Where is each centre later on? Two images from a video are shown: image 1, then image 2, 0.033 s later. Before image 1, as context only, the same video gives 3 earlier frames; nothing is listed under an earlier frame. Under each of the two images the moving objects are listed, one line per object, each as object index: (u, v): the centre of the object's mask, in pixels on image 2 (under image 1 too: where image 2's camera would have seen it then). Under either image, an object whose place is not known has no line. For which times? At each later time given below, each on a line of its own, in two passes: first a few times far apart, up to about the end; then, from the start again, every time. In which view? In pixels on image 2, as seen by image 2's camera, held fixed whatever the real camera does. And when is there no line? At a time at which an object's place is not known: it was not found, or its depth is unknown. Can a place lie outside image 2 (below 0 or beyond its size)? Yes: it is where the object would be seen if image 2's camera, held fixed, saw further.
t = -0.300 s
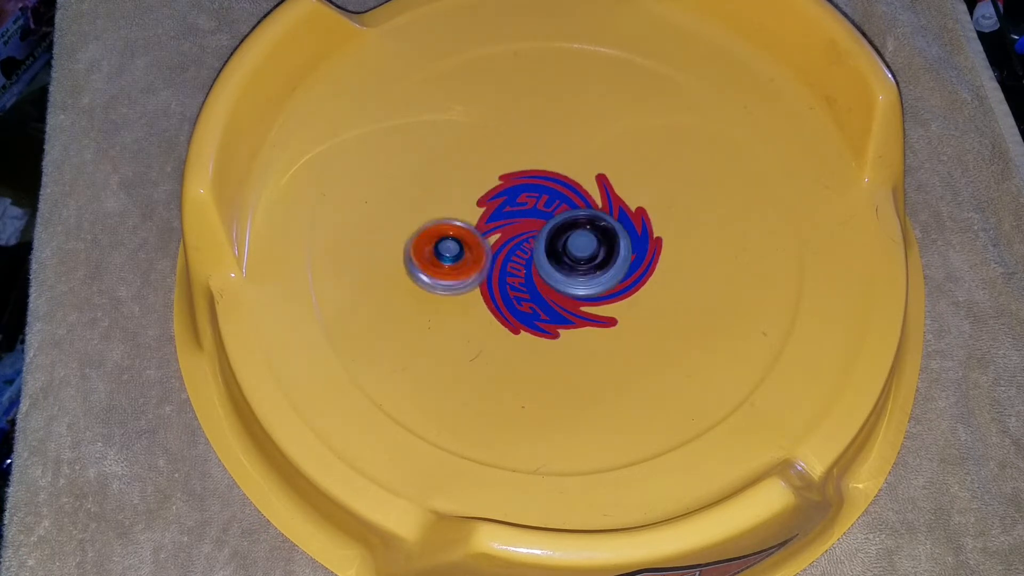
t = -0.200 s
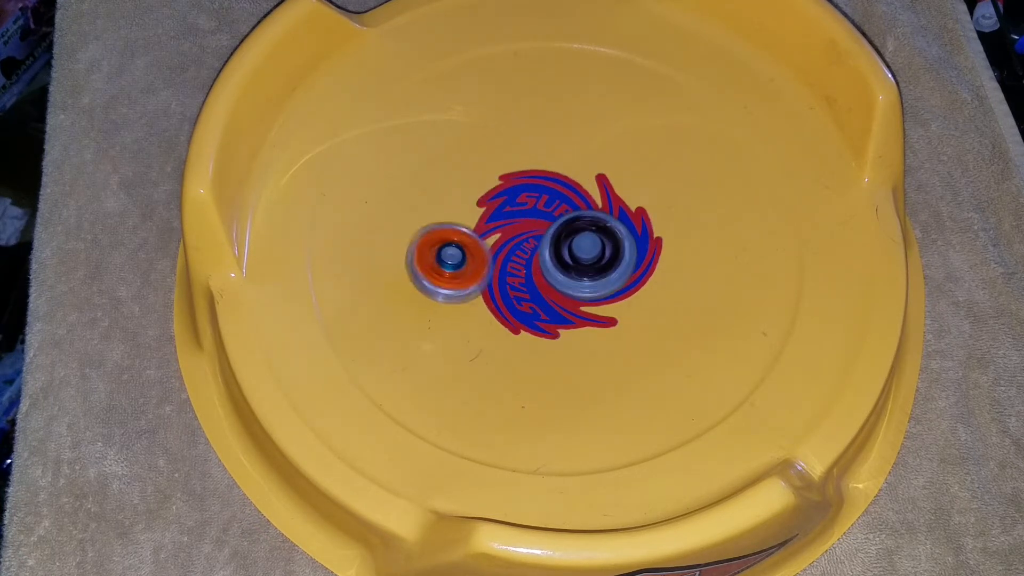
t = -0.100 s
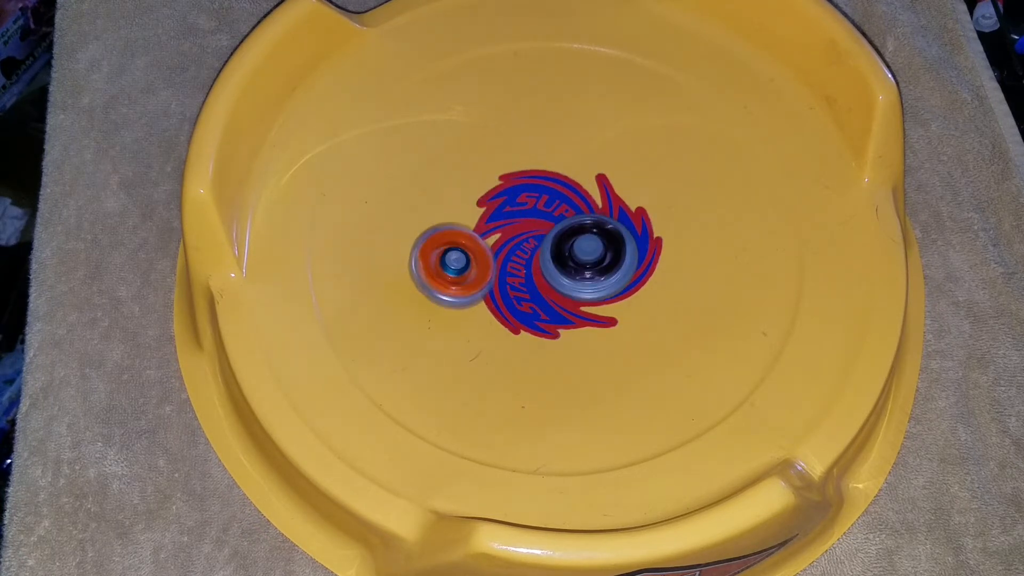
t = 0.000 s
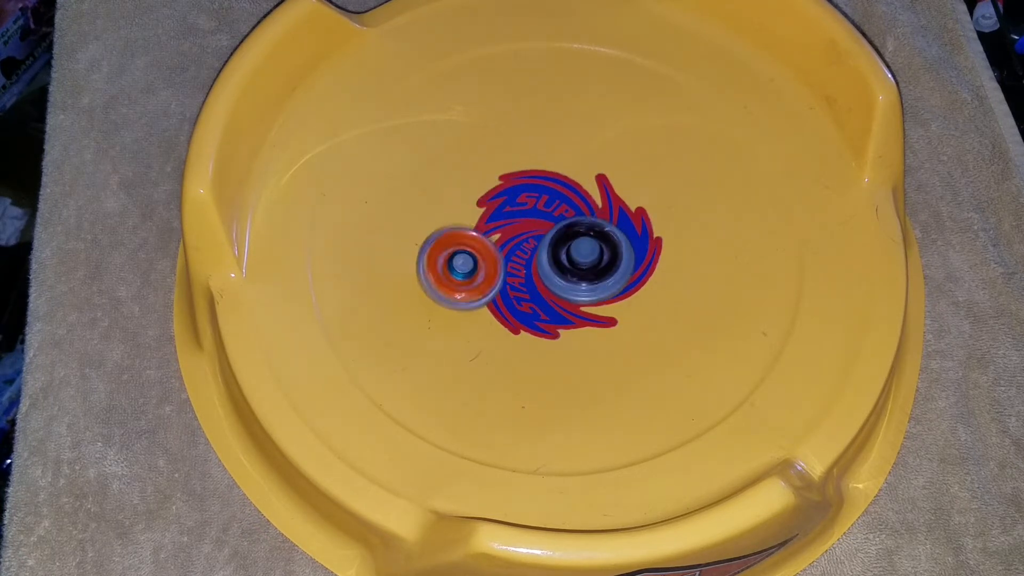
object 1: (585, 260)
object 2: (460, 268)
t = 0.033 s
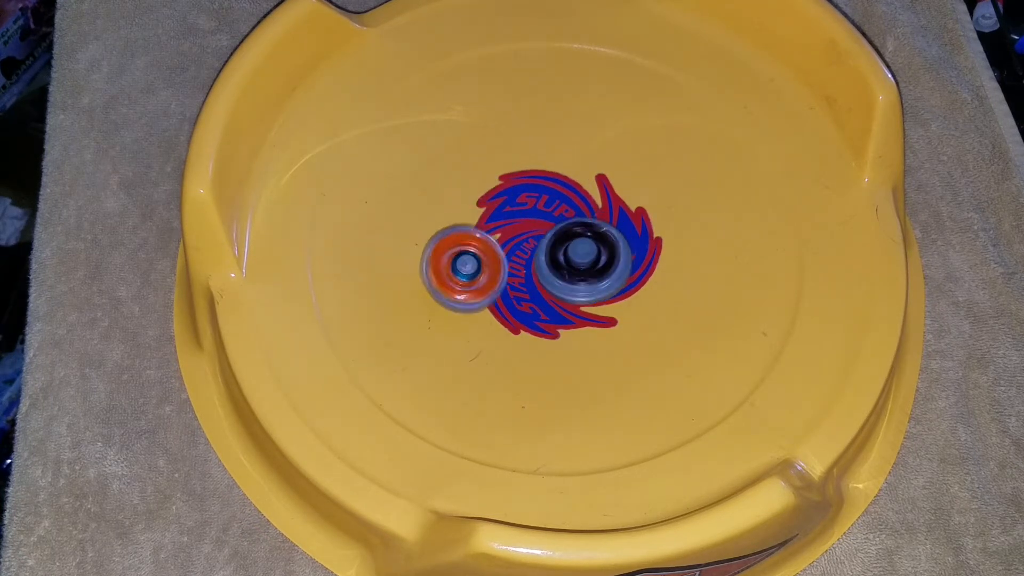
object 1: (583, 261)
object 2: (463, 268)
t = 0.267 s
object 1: (571, 264)
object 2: (469, 273)
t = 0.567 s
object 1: (559, 257)
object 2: (458, 282)
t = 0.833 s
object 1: (553, 251)
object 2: (471, 285)
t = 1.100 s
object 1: (554, 248)
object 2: (465, 298)
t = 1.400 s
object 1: (561, 260)
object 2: (471, 312)
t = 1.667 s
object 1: (567, 270)
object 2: (494, 320)
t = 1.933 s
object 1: (582, 269)
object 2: (455, 324)
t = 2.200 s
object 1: (568, 261)
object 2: (490, 316)
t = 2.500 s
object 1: (556, 247)
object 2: (539, 329)
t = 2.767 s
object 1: (559, 240)
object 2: (547, 328)
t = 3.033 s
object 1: (570, 236)
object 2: (548, 321)
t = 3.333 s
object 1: (567, 235)
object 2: (576, 315)
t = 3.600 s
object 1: (555, 239)
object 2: (572, 315)
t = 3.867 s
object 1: (546, 232)
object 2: (582, 314)
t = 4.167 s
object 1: (548, 239)
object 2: (595, 320)
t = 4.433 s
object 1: (547, 233)
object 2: (567, 339)
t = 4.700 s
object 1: (559, 216)
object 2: (542, 309)
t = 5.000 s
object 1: (562, 224)
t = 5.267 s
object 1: (538, 236)
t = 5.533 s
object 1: (552, 219)
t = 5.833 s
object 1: (599, 222)
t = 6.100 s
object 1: (570, 257)
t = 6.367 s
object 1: (564, 224)
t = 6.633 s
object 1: (571, 231)
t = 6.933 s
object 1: (549, 238)
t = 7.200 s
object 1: (562, 233)
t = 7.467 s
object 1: (561, 245)
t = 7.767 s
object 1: (572, 243)
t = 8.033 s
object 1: (587, 262)
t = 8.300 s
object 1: (589, 264)
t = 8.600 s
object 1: (589, 259)
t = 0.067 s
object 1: (581, 262)
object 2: (468, 270)
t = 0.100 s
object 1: (579, 263)
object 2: (472, 272)
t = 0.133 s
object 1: (576, 264)
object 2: (477, 273)
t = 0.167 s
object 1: (573, 264)
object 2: (481, 274)
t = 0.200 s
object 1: (572, 263)
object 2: (479, 274)
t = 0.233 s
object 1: (570, 263)
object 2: (478, 274)
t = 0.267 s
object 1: (571, 264)
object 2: (469, 273)
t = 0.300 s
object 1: (568, 264)
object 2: (465, 271)
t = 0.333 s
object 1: (566, 263)
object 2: (467, 273)
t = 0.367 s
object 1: (565, 263)
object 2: (469, 275)
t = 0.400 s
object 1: (562, 262)
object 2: (468, 278)
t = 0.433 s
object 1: (560, 262)
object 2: (468, 279)
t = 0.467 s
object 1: (560, 260)
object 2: (463, 280)
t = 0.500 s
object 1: (561, 260)
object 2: (457, 281)
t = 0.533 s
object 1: (560, 258)
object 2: (457, 280)
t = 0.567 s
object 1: (559, 257)
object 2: (458, 282)
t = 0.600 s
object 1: (559, 256)
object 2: (458, 283)
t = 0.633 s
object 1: (558, 255)
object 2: (458, 284)
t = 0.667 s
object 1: (557, 254)
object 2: (459, 283)
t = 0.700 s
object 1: (557, 253)
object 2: (460, 283)
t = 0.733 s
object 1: (556, 253)
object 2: (463, 283)
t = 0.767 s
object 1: (555, 252)
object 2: (466, 284)
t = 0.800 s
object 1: (554, 252)
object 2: (469, 285)
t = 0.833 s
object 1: (553, 251)
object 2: (471, 285)
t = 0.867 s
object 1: (552, 250)
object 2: (468, 288)
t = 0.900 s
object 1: (551, 251)
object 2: (469, 287)
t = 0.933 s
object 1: (553, 250)
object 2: (465, 290)
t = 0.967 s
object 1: (555, 249)
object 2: (461, 291)
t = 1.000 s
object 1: (554, 249)
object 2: (461, 292)
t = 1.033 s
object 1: (554, 248)
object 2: (463, 294)
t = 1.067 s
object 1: (554, 248)
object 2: (464, 296)
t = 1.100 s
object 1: (554, 248)
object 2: (465, 298)
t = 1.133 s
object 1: (554, 249)
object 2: (467, 299)
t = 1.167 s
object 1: (554, 250)
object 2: (469, 301)
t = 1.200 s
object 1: (553, 253)
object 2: (472, 302)
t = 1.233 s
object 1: (554, 254)
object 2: (474, 304)
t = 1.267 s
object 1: (553, 256)
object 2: (477, 305)
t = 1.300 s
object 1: (554, 258)
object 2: (480, 306)
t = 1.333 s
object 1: (555, 259)
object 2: (480, 308)
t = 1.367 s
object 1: (560, 259)
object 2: (472, 312)
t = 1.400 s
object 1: (561, 260)
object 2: (471, 312)
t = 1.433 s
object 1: (562, 262)
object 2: (474, 313)
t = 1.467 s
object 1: (563, 263)
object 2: (478, 315)
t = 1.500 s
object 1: (564, 265)
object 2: (479, 317)
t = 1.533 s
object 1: (564, 266)
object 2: (481, 318)
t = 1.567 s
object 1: (566, 267)
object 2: (484, 319)
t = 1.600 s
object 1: (566, 269)
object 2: (487, 319)
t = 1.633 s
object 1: (566, 270)
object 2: (490, 320)
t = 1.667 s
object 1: (567, 270)
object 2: (494, 320)
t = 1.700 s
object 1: (568, 272)
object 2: (497, 321)
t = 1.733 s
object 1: (573, 271)
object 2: (489, 323)
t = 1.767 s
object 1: (581, 269)
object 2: (471, 332)
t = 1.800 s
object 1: (585, 269)
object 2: (456, 333)
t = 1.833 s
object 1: (584, 270)
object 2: (449, 331)
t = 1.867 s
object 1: (584, 269)
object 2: (448, 327)
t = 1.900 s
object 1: (584, 269)
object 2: (450, 325)
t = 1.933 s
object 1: (582, 269)
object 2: (455, 324)
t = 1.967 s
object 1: (580, 267)
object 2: (459, 323)
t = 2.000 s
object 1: (579, 267)
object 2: (463, 322)
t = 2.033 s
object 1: (577, 267)
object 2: (467, 321)
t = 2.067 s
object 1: (575, 266)
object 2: (470, 320)
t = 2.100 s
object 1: (574, 265)
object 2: (474, 319)
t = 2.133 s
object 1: (572, 264)
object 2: (479, 318)
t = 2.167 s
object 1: (570, 263)
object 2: (484, 317)
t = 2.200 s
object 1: (568, 261)
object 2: (490, 316)
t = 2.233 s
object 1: (567, 260)
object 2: (497, 317)
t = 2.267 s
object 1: (565, 258)
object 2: (503, 317)
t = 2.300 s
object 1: (564, 257)
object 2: (510, 317)
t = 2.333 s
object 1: (563, 255)
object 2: (516, 319)
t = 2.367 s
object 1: (562, 253)
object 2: (522, 321)
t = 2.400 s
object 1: (560, 252)
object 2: (527, 324)
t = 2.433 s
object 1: (559, 250)
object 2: (532, 325)
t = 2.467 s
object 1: (557, 249)
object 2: (536, 327)
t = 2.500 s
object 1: (556, 247)
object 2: (539, 329)
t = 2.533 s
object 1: (555, 246)
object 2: (542, 330)
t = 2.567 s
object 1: (556, 244)
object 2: (544, 330)
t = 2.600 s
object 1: (557, 243)
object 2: (546, 330)
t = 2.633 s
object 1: (557, 243)
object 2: (547, 331)
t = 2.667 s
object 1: (557, 242)
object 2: (547, 331)
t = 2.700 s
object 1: (558, 241)
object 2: (547, 331)
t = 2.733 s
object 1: (559, 241)
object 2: (547, 330)
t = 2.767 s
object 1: (559, 240)
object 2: (547, 328)
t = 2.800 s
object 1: (560, 240)
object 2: (548, 326)
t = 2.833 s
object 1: (561, 240)
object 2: (549, 325)
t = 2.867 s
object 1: (562, 240)
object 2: (550, 322)
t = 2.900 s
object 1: (563, 240)
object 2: (552, 321)
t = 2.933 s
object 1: (564, 239)
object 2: (552, 321)
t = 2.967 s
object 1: (567, 236)
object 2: (548, 324)
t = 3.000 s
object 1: (570, 236)
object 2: (547, 324)
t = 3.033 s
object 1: (570, 236)
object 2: (548, 321)
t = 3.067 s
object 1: (569, 235)
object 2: (552, 319)
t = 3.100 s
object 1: (571, 234)
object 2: (556, 319)
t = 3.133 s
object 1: (571, 235)
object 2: (559, 320)
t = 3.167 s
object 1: (570, 234)
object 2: (562, 319)
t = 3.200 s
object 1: (570, 233)
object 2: (566, 318)
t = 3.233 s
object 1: (570, 233)
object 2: (570, 317)
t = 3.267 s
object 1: (569, 234)
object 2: (573, 318)
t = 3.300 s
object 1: (568, 234)
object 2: (575, 317)
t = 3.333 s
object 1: (567, 235)
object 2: (576, 315)
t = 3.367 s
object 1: (565, 237)
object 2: (577, 315)
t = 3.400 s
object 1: (564, 235)
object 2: (577, 325)
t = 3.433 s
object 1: (565, 234)
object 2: (573, 328)
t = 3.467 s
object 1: (563, 235)
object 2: (571, 326)
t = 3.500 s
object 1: (560, 235)
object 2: (572, 323)
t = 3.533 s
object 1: (558, 236)
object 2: (572, 320)
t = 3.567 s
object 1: (557, 237)
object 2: (572, 318)
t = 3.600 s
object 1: (555, 239)
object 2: (572, 315)
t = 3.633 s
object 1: (553, 236)
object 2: (574, 321)
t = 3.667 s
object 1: (554, 234)
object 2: (574, 323)
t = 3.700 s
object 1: (554, 234)
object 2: (573, 322)
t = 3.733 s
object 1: (552, 232)
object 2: (574, 321)
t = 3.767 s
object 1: (552, 231)
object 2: (576, 320)
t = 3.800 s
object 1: (551, 232)
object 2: (578, 317)
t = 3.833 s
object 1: (549, 232)
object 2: (580, 315)
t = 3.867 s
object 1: (546, 232)
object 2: (582, 314)
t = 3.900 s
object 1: (546, 233)
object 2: (585, 312)
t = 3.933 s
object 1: (547, 234)
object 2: (588, 310)
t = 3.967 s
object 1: (547, 236)
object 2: (590, 309)
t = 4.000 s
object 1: (547, 236)
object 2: (593, 308)
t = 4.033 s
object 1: (547, 236)
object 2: (595, 310)
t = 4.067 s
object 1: (548, 237)
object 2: (597, 316)
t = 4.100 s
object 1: (549, 237)
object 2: (597, 320)
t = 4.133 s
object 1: (548, 238)
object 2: (597, 320)
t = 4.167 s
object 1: (548, 239)
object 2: (595, 320)
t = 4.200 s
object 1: (548, 240)
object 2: (591, 320)
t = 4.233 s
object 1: (548, 241)
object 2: (586, 317)
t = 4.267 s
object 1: (547, 236)
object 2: (583, 327)
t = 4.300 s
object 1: (548, 236)
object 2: (582, 334)
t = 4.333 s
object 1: (549, 236)
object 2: (578, 339)
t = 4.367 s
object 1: (548, 237)
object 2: (578, 339)
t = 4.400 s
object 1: (547, 235)
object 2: (573, 342)
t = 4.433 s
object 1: (547, 233)
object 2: (567, 339)
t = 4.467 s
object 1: (549, 233)
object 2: (563, 335)
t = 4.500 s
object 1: (548, 233)
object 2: (559, 328)
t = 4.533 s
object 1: (546, 233)
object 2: (558, 323)
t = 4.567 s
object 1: (547, 233)
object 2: (557, 314)
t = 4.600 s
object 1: (550, 226)
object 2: (553, 316)
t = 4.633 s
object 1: (554, 221)
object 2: (548, 315)
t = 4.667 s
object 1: (558, 218)
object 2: (545, 315)
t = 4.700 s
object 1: (559, 216)
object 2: (542, 309)
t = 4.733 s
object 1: (560, 216)
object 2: (537, 303)
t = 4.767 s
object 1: (562, 216)
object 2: (533, 299)
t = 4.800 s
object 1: (561, 217)
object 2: (531, 298)
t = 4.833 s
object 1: (561, 218)
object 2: (530, 297)
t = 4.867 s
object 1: (563, 218)
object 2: (531, 298)
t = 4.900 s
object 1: (563, 219)
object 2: (535, 299)
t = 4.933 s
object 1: (563, 221)
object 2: (538, 299)
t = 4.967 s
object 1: (564, 222)
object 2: (537, 299)
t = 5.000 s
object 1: (562, 224)
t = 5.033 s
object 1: (560, 227)
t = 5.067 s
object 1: (558, 228)
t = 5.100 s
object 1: (555, 231)
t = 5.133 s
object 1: (552, 234)
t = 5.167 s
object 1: (548, 235)
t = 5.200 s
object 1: (545, 236)
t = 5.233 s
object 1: (542, 236)
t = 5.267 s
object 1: (538, 236)
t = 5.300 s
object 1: (537, 235)
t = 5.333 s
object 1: (535, 234)
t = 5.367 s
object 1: (535, 233)
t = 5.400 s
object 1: (535, 233)
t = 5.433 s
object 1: (538, 234)
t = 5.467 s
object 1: (543, 229)
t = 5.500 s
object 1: (548, 224)
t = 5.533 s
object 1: (552, 219)
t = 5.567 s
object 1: (558, 215)
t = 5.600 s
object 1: (566, 211)
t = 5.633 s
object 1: (573, 209)
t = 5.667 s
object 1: (580, 208)
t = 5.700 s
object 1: (586, 209)
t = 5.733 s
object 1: (592, 209)
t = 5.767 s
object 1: (595, 212)
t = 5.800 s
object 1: (597, 217)
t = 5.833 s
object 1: (599, 222)
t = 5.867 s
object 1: (601, 228)
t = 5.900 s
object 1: (600, 234)
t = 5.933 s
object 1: (596, 240)
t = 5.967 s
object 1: (592, 246)
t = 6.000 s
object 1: (585, 251)
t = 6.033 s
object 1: (581, 254)
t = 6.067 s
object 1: (575, 256)
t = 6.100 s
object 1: (570, 257)
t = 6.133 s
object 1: (565, 256)
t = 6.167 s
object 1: (562, 251)
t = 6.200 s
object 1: (560, 247)
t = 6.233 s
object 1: (559, 242)
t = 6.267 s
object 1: (559, 235)
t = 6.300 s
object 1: (559, 231)
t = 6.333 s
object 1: (562, 227)
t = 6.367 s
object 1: (564, 224)
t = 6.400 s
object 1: (567, 222)
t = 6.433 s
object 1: (570, 219)
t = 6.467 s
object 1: (571, 217)
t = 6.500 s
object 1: (571, 218)
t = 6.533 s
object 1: (571, 220)
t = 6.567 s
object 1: (571, 223)
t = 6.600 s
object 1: (571, 226)
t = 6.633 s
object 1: (571, 231)
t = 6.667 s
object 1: (569, 234)
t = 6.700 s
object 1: (566, 237)
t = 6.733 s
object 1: (561, 241)
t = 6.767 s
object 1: (557, 244)
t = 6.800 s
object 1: (553, 246)
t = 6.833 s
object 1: (549, 247)
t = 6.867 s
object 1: (548, 244)
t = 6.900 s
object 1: (548, 242)
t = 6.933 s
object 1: (549, 238)
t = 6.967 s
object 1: (550, 235)
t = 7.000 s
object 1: (551, 233)
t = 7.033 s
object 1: (554, 232)
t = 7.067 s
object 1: (557, 231)
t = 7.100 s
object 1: (561, 230)
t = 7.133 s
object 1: (562, 229)
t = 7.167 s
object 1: (562, 230)
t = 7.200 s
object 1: (562, 233)
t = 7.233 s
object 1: (560, 237)
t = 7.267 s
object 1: (560, 241)
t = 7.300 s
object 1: (559, 245)
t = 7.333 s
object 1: (560, 247)
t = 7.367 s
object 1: (561, 247)
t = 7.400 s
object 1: (561, 247)
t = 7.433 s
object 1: (561, 247)
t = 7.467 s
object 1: (561, 245)
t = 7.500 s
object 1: (561, 243)
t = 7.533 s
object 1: (561, 242)
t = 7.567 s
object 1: (560, 240)
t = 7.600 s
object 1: (561, 238)
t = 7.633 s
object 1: (562, 238)
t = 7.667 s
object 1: (565, 238)
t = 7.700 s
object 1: (568, 238)
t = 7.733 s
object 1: (571, 240)
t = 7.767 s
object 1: (572, 243)
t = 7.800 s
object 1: (574, 245)
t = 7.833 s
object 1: (578, 247)
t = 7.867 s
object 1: (581, 250)
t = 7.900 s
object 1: (582, 252)
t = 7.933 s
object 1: (582, 254)
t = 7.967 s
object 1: (583, 257)
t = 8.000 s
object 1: (585, 259)
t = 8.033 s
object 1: (587, 262)
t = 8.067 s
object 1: (589, 264)
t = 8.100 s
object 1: (589, 265)
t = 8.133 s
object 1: (589, 266)
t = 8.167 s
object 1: (589, 266)
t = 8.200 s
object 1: (589, 266)
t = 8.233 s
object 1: (589, 265)
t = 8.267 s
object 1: (589, 265)
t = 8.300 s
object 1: (589, 264)
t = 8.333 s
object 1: (589, 264)
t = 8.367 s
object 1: (589, 263)
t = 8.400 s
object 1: (589, 262)
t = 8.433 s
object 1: (589, 261)
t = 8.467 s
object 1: (589, 260)
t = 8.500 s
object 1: (589, 260)
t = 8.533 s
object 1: (589, 260)
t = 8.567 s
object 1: (589, 259)
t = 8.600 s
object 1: (589, 259)
